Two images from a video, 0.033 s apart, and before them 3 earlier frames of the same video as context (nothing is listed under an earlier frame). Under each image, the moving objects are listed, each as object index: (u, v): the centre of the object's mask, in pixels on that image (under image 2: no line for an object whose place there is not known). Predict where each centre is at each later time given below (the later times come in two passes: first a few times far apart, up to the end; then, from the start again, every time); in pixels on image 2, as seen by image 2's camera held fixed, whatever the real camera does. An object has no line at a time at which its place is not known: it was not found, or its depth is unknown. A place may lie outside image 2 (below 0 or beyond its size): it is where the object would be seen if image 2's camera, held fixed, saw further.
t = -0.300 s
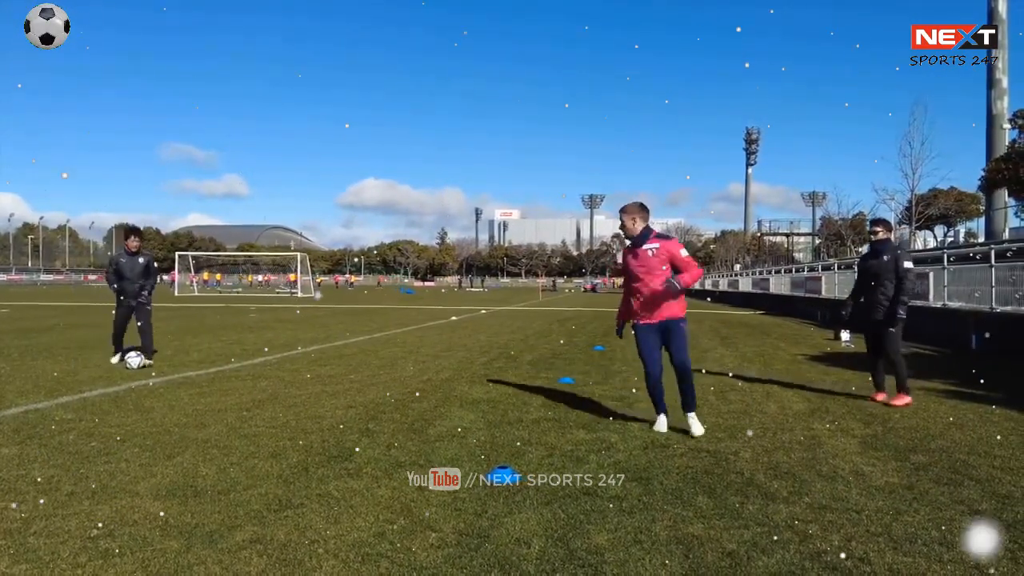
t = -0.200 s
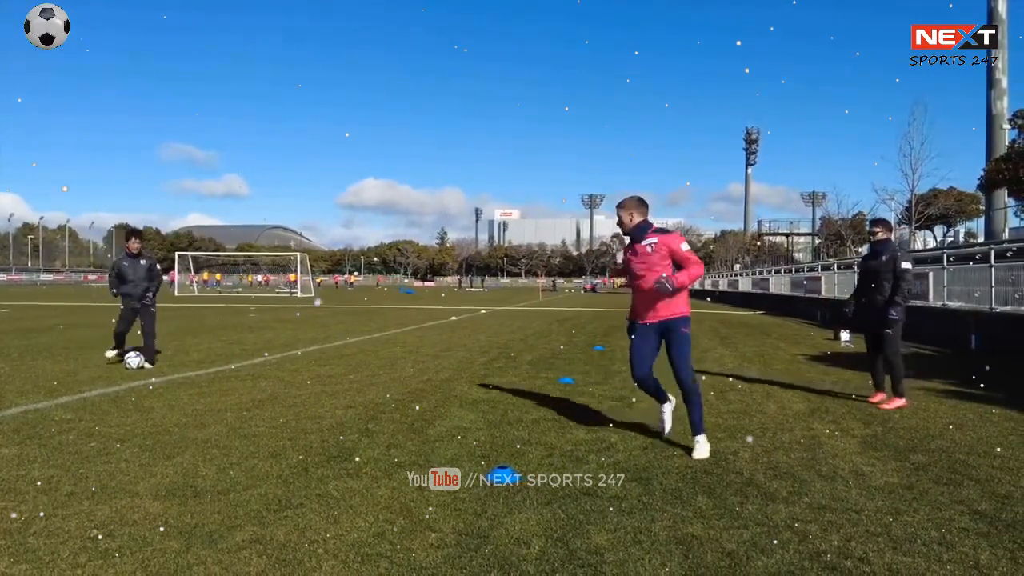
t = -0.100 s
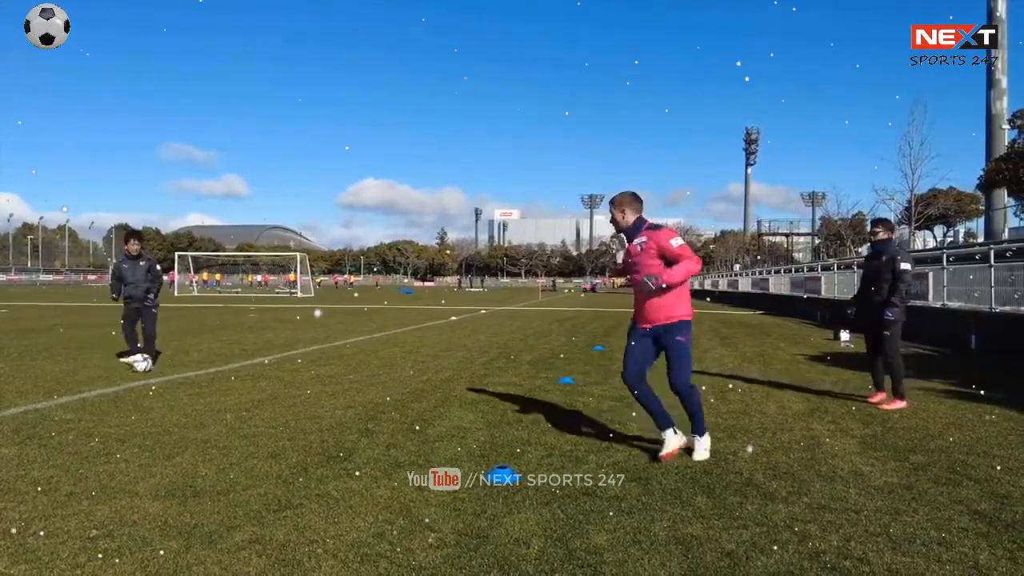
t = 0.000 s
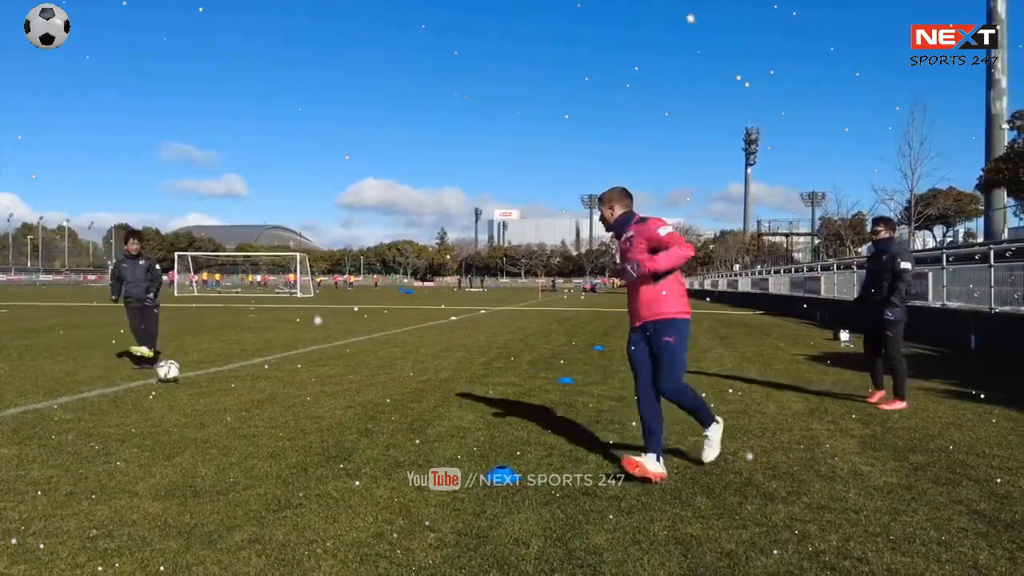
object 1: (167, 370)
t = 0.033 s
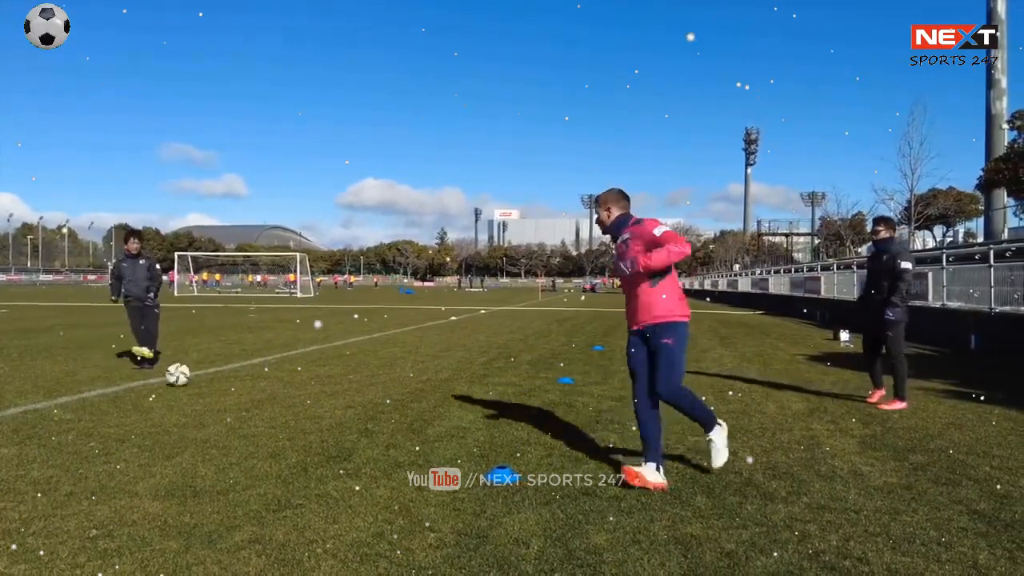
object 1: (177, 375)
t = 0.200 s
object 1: (236, 399)
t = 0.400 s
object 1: (327, 435)
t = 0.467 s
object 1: (364, 449)
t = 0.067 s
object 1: (188, 380)
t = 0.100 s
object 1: (199, 385)
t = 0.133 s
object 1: (211, 388)
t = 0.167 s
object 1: (223, 393)
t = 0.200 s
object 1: (236, 399)
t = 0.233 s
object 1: (249, 403)
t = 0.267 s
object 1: (262, 406)
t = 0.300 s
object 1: (277, 411)
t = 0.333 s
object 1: (293, 417)
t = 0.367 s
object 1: (309, 426)
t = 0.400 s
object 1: (327, 435)
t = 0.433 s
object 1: (345, 442)
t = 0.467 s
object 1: (364, 449)
